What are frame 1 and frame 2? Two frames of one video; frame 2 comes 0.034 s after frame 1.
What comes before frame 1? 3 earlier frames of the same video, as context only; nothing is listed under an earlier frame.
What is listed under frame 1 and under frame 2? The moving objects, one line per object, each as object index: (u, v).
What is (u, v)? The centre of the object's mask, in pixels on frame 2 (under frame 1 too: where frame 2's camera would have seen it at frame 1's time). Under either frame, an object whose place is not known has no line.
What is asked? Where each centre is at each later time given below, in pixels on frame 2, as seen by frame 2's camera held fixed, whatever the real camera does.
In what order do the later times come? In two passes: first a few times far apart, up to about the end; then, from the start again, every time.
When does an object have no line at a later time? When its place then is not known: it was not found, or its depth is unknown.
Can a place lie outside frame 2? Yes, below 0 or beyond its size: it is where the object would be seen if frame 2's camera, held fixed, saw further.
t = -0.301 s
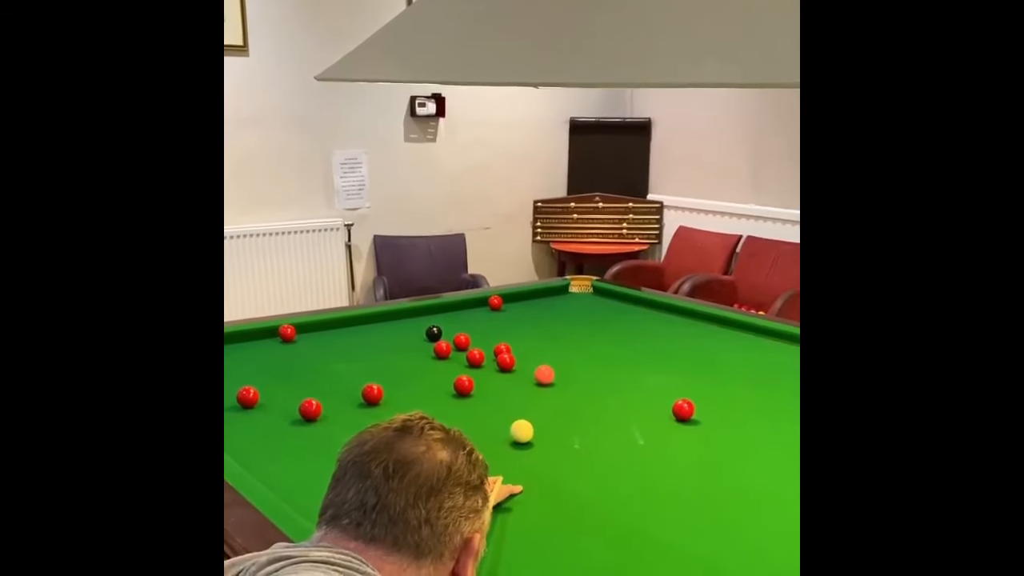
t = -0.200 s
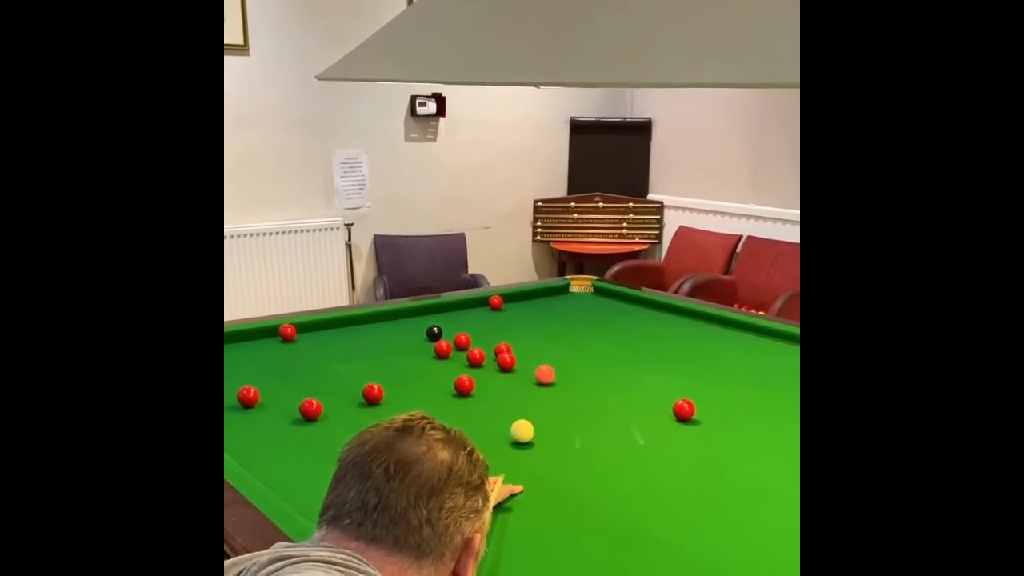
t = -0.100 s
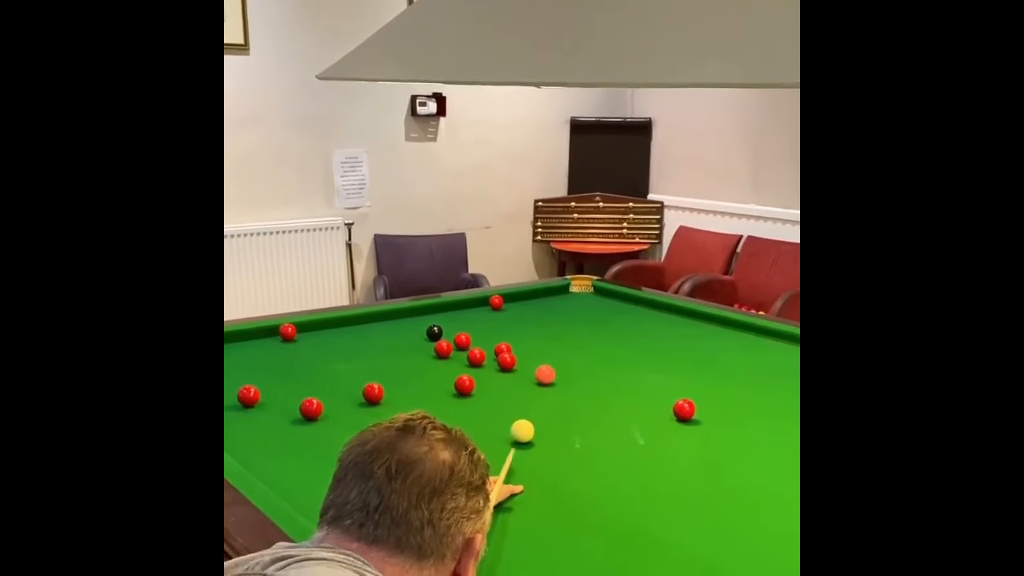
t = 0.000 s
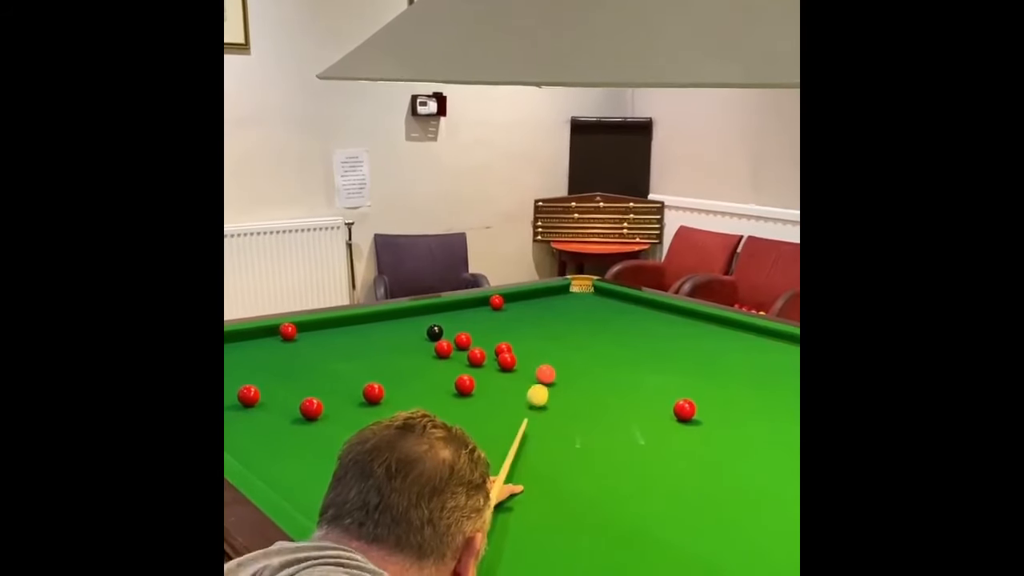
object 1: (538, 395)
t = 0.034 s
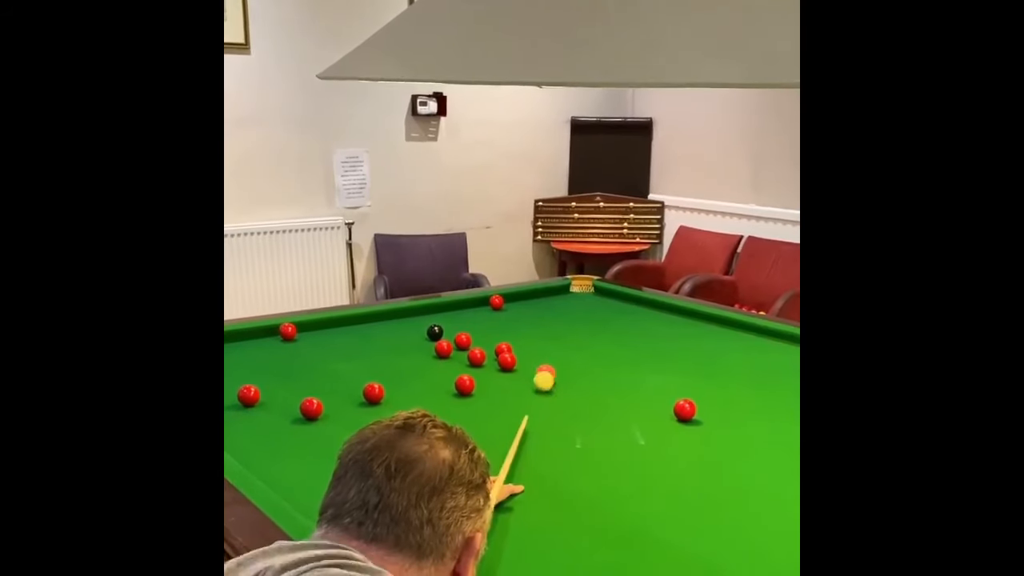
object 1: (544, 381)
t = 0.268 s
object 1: (546, 376)
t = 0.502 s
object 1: (548, 373)
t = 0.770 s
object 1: (549, 370)
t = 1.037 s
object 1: (550, 368)
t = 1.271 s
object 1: (550, 366)
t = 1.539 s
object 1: (551, 364)
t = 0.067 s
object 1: (544, 379)
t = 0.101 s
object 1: (545, 379)
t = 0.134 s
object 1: (545, 378)
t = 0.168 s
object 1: (545, 378)
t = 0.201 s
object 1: (545, 377)
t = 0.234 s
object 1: (545, 377)
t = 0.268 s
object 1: (546, 376)
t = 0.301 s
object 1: (546, 375)
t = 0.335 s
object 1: (546, 375)
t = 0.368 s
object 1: (546, 375)
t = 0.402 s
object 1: (547, 374)
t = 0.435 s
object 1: (547, 374)
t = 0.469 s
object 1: (547, 373)
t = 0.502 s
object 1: (548, 373)
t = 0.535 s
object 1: (548, 372)
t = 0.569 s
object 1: (548, 372)
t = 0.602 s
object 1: (548, 372)
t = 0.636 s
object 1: (549, 371)
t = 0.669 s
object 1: (549, 371)
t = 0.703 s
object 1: (549, 371)
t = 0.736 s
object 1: (549, 370)
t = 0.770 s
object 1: (549, 370)
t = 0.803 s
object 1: (549, 370)
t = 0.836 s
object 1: (549, 369)
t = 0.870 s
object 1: (549, 369)
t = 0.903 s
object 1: (549, 369)
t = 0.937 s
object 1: (550, 368)
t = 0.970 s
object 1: (550, 368)
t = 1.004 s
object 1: (550, 368)
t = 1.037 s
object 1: (550, 368)
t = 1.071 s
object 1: (550, 367)
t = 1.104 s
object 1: (550, 367)
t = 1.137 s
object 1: (550, 367)
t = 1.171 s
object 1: (550, 367)
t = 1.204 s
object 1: (550, 366)
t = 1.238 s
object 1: (550, 366)
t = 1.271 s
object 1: (550, 366)
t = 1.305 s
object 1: (550, 366)
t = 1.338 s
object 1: (550, 365)
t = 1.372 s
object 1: (550, 365)
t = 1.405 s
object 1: (551, 365)
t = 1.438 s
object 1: (551, 365)
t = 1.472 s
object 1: (551, 365)
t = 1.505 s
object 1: (551, 365)
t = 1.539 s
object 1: (551, 364)
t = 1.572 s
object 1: (552, 364)
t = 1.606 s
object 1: (552, 364)
